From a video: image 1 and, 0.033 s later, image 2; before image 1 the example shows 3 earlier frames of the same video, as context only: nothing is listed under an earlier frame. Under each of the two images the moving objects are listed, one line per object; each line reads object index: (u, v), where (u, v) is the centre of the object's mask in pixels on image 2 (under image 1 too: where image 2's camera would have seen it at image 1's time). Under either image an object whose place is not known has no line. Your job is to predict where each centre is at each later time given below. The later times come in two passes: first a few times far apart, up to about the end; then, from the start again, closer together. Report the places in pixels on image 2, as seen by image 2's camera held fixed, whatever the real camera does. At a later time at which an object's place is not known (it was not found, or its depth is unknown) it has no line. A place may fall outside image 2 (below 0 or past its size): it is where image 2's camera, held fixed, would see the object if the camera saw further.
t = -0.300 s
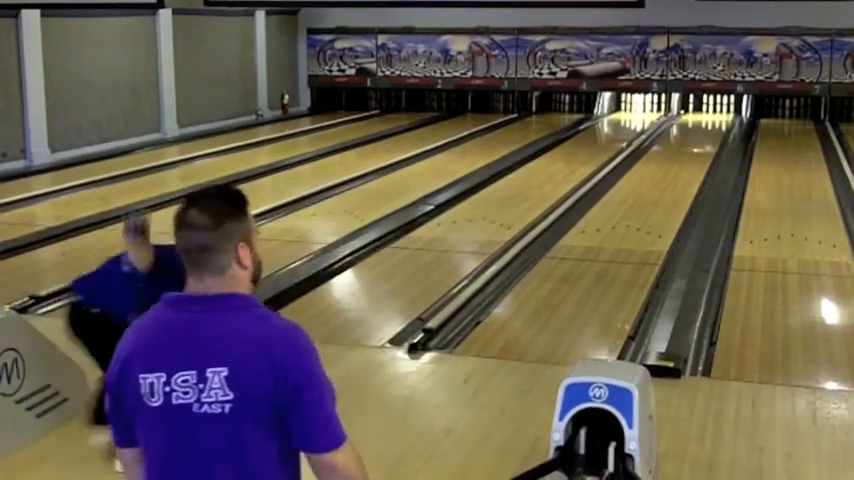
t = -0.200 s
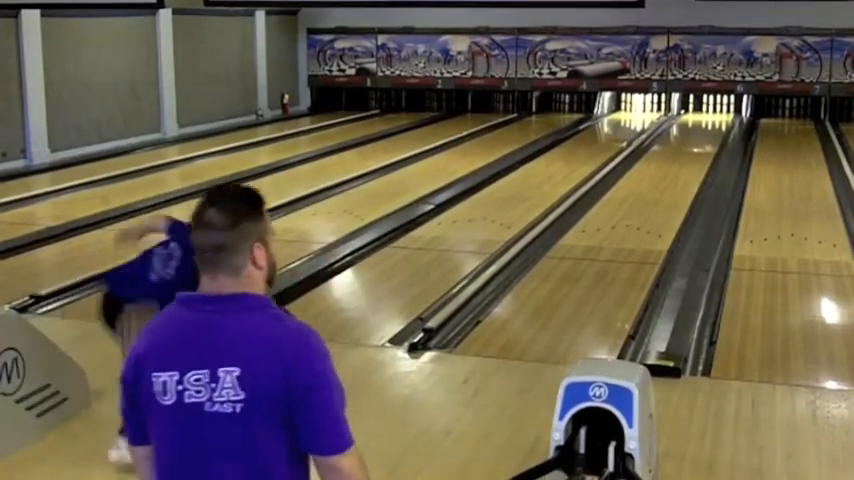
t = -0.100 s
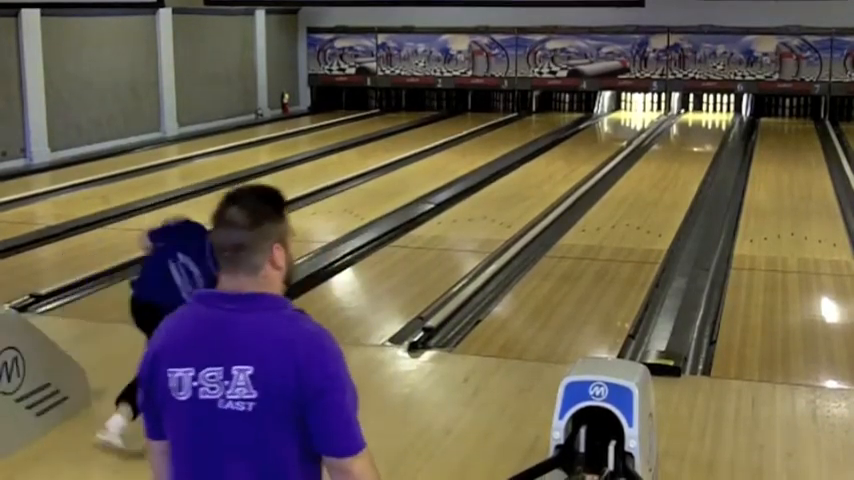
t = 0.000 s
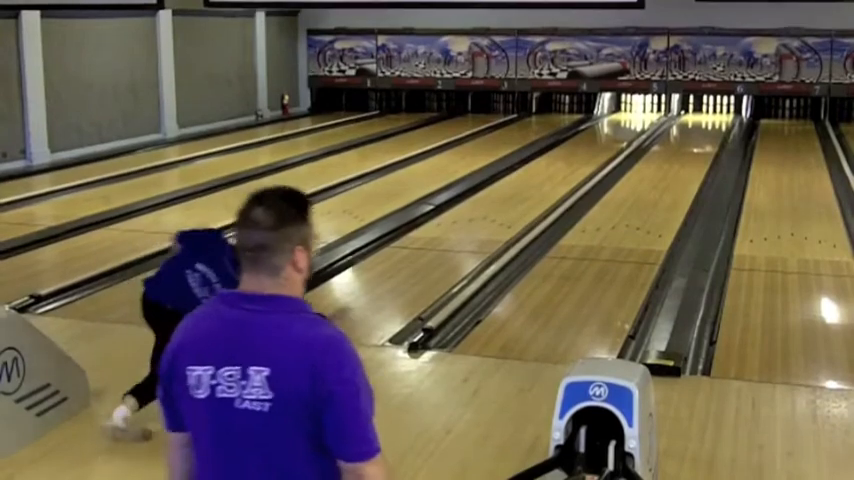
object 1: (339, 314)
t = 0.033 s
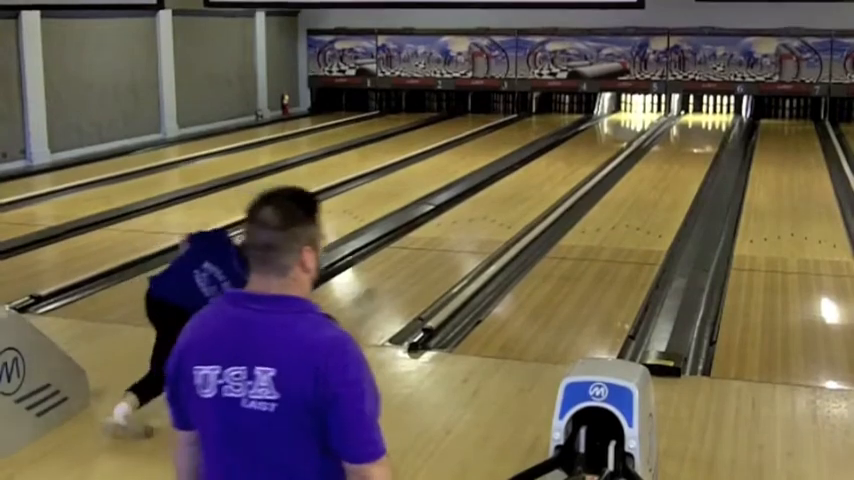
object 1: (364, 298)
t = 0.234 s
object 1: (477, 224)
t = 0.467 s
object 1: (550, 174)
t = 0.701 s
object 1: (594, 144)
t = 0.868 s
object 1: (616, 128)
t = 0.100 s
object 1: (410, 271)
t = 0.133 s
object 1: (429, 257)
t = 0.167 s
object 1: (446, 245)
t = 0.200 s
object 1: (463, 234)
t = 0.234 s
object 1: (477, 224)
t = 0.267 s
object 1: (491, 214)
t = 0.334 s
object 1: (513, 199)
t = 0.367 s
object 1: (523, 192)
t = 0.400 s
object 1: (533, 185)
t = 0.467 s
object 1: (550, 174)
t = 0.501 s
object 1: (558, 169)
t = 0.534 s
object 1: (564, 164)
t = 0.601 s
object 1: (578, 155)
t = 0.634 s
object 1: (583, 151)
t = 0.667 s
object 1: (589, 148)
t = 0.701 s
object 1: (594, 144)
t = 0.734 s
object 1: (598, 141)
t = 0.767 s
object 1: (604, 137)
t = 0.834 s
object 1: (613, 131)
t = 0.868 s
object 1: (616, 128)
